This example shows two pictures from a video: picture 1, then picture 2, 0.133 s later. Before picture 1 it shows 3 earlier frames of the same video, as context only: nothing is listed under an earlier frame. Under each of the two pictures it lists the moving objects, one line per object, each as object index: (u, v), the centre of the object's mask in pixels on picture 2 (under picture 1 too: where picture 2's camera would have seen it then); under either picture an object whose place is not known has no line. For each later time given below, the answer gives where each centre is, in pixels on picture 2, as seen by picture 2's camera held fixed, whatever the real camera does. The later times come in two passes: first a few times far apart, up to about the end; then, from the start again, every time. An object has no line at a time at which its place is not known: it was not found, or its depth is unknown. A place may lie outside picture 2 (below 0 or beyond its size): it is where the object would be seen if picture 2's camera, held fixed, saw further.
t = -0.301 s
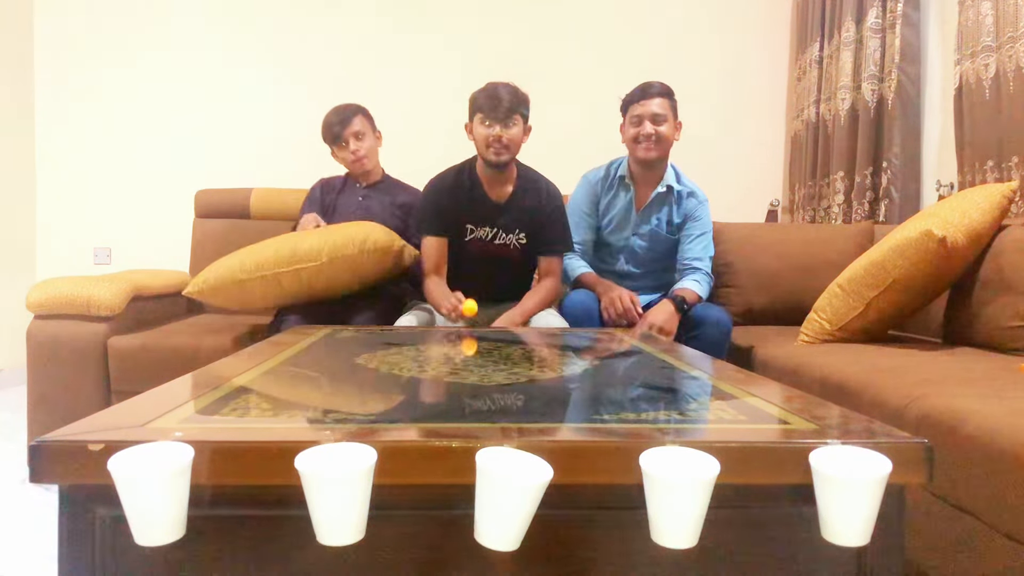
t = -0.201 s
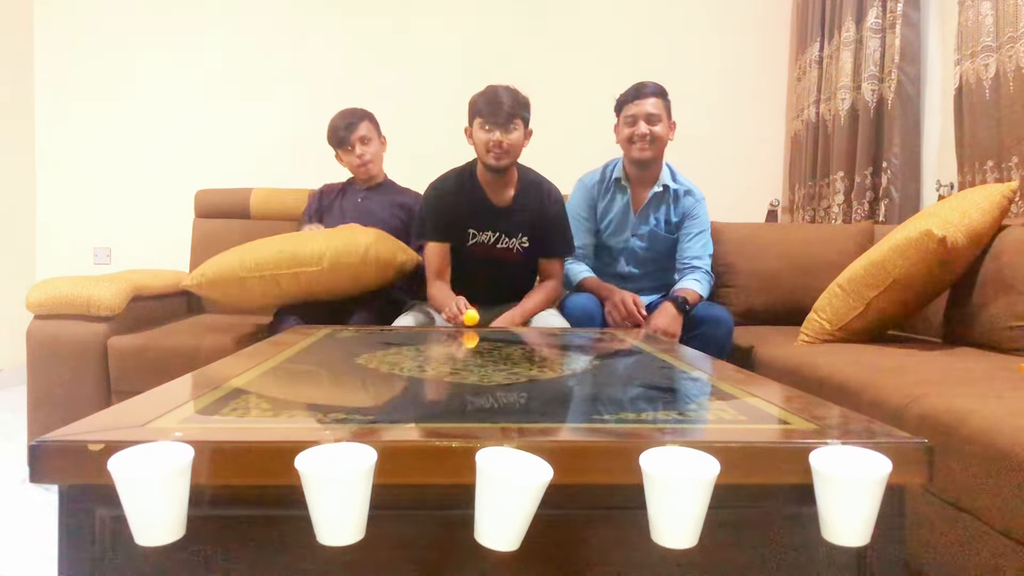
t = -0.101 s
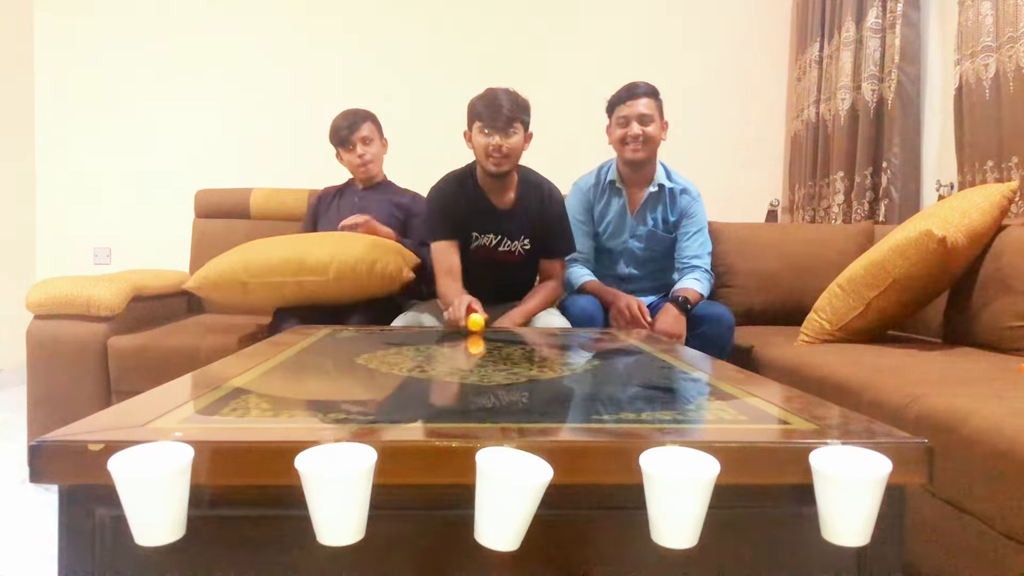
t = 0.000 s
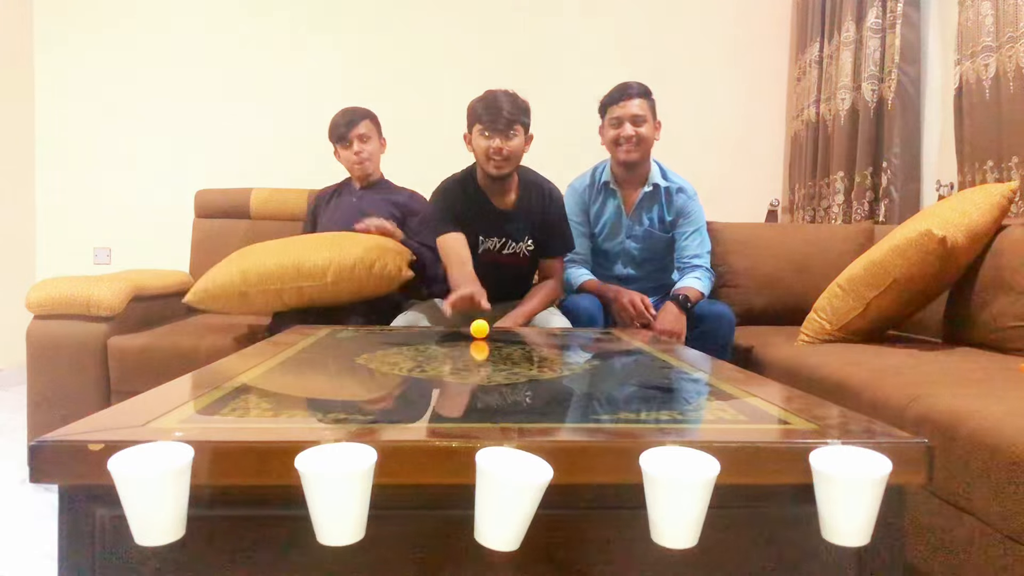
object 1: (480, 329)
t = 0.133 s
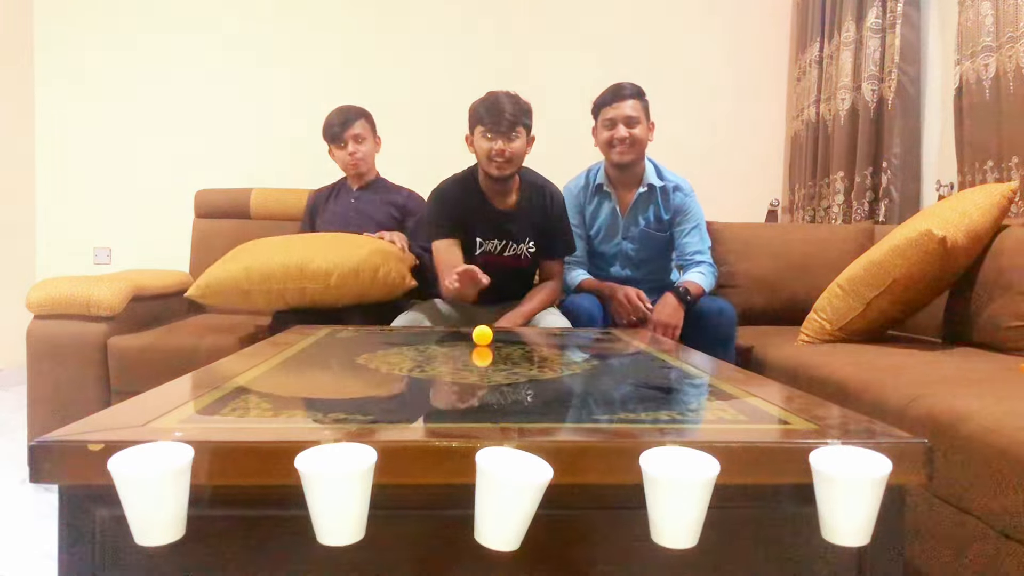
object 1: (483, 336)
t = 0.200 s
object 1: (483, 338)
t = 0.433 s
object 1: (485, 349)
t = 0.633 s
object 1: (494, 359)
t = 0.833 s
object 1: (511, 371)
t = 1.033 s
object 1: (537, 384)
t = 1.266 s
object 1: (575, 403)
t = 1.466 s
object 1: (607, 420)
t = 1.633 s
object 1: (621, 564)
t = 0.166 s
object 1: (483, 337)
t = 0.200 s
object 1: (483, 338)
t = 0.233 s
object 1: (483, 340)
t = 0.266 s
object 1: (483, 341)
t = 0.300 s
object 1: (483, 343)
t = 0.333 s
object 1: (484, 344)
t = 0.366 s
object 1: (484, 346)
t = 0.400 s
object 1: (484, 347)
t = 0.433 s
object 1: (485, 349)
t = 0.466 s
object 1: (487, 351)
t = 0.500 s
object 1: (488, 352)
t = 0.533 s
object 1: (489, 354)
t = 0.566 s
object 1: (490, 356)
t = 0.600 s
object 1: (492, 358)
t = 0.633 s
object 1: (494, 359)
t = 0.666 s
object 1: (496, 361)
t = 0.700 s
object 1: (498, 363)
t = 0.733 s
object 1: (502, 365)
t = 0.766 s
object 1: (505, 367)
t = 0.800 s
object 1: (508, 369)
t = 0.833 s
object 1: (511, 371)
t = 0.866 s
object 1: (515, 373)
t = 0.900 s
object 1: (520, 375)
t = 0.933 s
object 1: (524, 377)
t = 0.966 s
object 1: (528, 380)
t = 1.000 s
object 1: (532, 382)
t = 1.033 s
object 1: (537, 384)
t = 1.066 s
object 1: (542, 386)
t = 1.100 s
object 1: (548, 389)
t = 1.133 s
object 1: (553, 392)
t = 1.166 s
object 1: (558, 394)
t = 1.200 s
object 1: (563, 397)
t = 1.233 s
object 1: (569, 399)
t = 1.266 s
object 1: (575, 403)
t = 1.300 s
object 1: (582, 405)
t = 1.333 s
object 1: (587, 406)
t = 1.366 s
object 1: (592, 407)
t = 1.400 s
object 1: (596, 411)
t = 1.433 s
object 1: (601, 415)
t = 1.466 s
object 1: (607, 420)
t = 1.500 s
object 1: (613, 432)
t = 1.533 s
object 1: (619, 457)
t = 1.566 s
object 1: (620, 492)
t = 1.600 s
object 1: (621, 536)
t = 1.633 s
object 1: (621, 564)
